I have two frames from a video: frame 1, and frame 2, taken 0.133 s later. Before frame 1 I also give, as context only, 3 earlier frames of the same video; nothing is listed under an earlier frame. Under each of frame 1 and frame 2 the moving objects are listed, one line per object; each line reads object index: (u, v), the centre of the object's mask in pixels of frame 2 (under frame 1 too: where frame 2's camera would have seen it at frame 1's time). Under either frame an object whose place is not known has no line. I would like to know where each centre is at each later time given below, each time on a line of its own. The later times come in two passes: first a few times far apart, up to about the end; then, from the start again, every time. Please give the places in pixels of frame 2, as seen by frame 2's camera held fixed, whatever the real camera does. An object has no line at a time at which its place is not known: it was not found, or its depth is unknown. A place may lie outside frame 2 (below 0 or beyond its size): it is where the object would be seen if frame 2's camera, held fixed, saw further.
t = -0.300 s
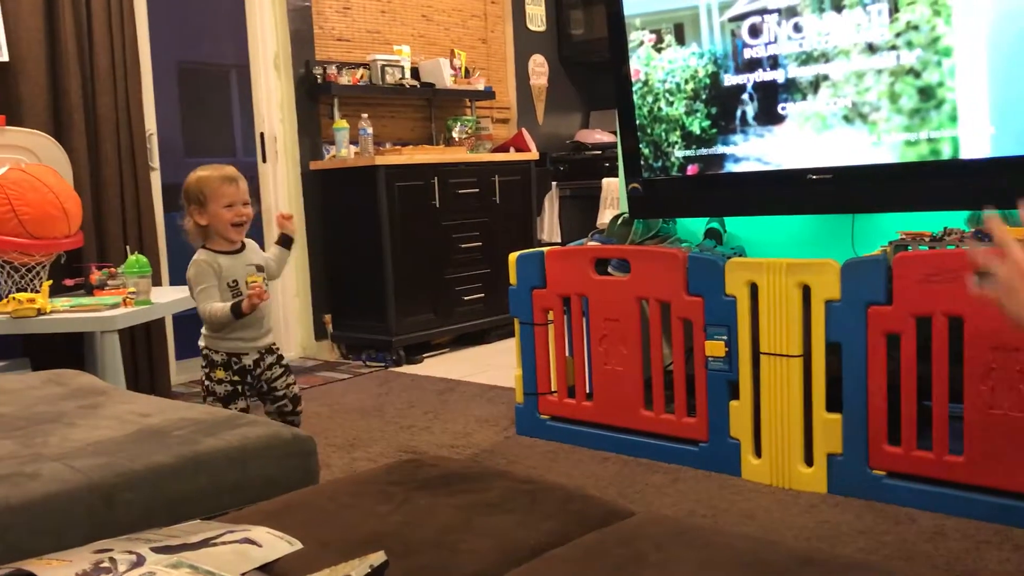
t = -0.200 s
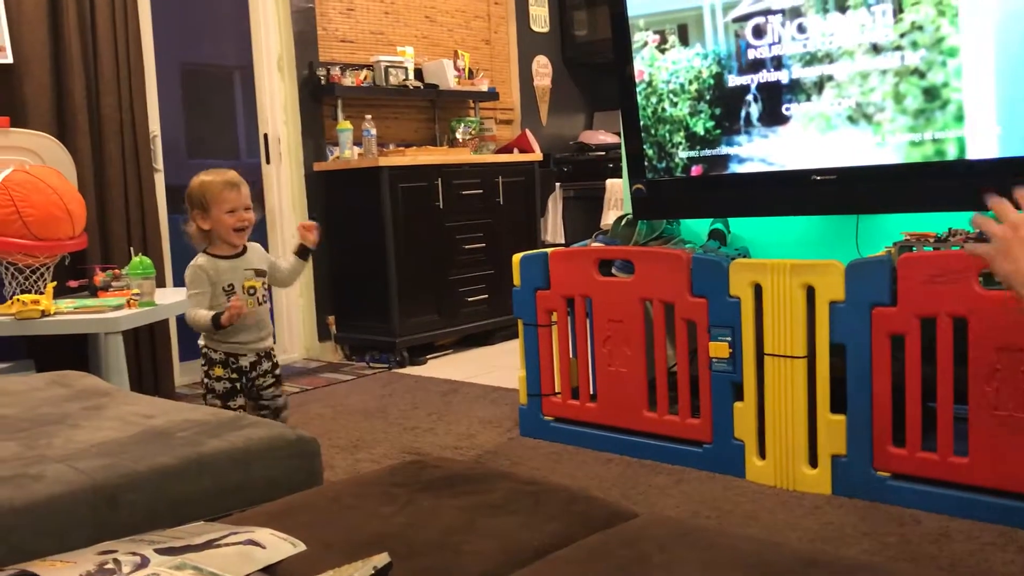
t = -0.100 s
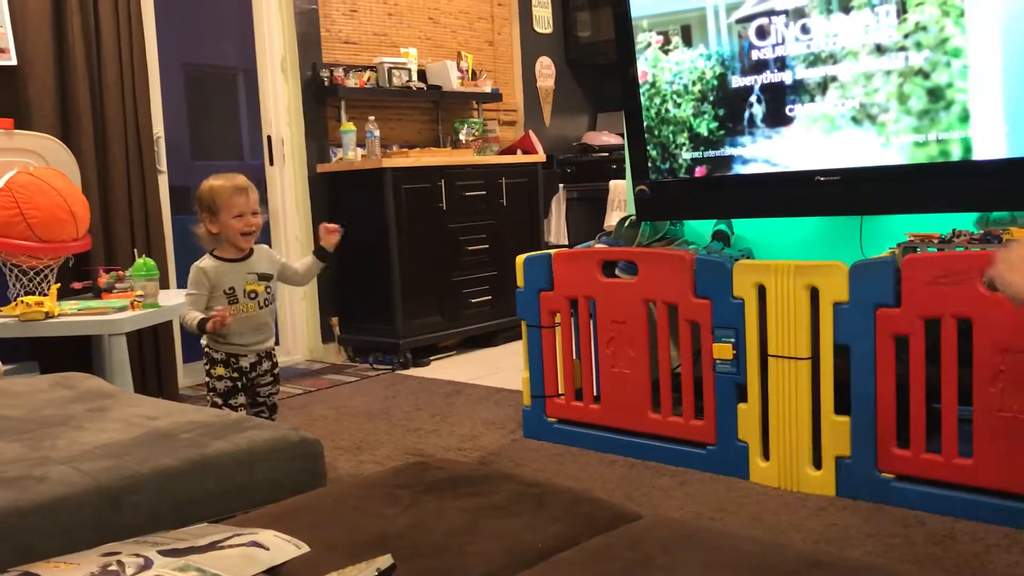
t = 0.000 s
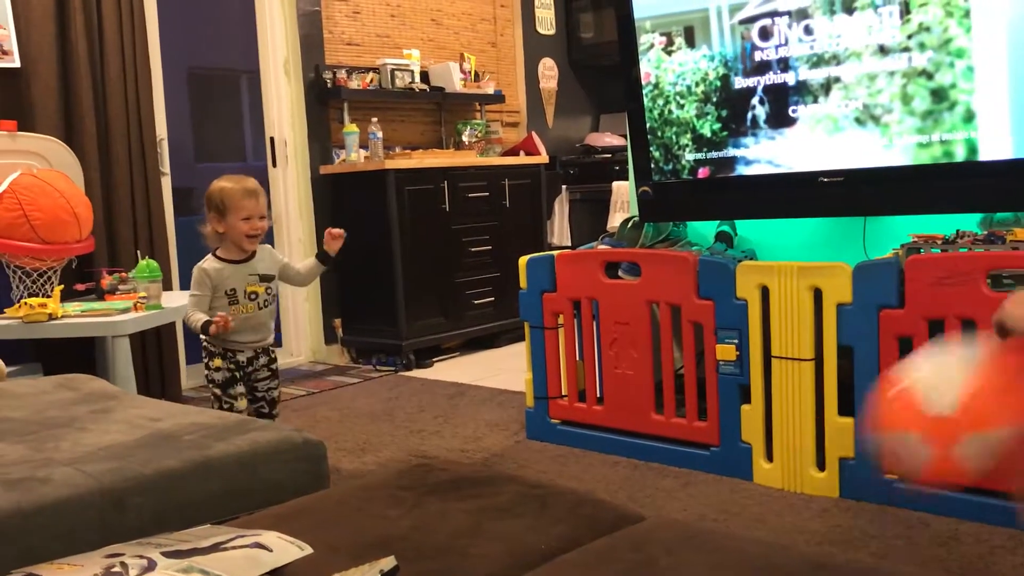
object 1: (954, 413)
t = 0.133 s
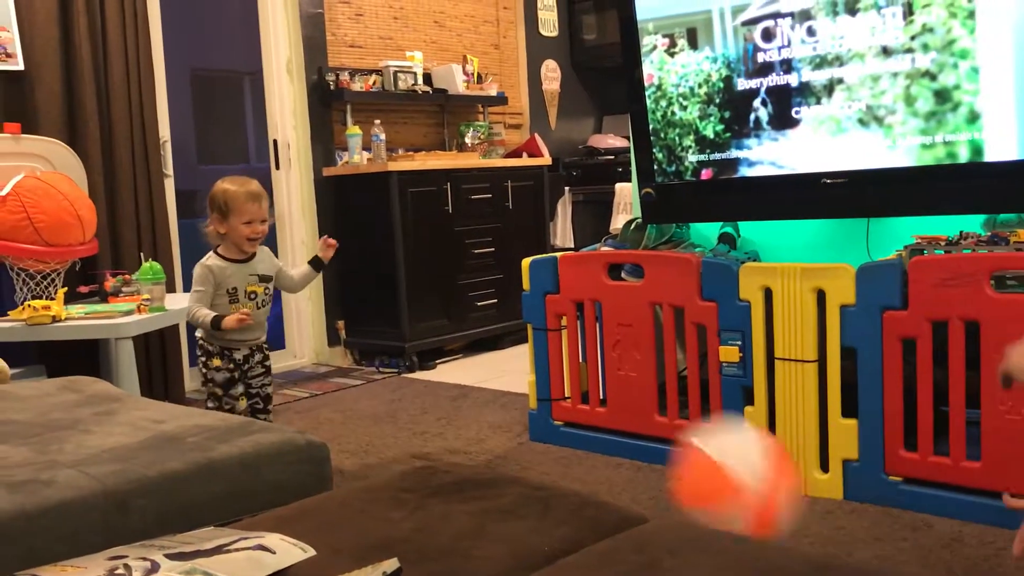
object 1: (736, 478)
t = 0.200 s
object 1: (678, 421)
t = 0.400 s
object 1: (550, 346)
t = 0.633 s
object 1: (446, 422)
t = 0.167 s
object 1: (705, 449)
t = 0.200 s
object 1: (678, 421)
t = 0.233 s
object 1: (655, 400)
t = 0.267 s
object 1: (634, 381)
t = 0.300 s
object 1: (612, 367)
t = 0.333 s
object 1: (591, 355)
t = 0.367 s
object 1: (570, 348)
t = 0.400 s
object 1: (550, 346)
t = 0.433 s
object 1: (531, 348)
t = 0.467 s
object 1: (514, 354)
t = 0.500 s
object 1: (499, 363)
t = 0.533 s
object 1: (484, 375)
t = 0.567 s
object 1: (471, 389)
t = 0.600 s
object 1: (458, 405)
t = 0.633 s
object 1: (446, 422)
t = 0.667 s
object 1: (435, 434)
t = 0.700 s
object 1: (418, 435)
